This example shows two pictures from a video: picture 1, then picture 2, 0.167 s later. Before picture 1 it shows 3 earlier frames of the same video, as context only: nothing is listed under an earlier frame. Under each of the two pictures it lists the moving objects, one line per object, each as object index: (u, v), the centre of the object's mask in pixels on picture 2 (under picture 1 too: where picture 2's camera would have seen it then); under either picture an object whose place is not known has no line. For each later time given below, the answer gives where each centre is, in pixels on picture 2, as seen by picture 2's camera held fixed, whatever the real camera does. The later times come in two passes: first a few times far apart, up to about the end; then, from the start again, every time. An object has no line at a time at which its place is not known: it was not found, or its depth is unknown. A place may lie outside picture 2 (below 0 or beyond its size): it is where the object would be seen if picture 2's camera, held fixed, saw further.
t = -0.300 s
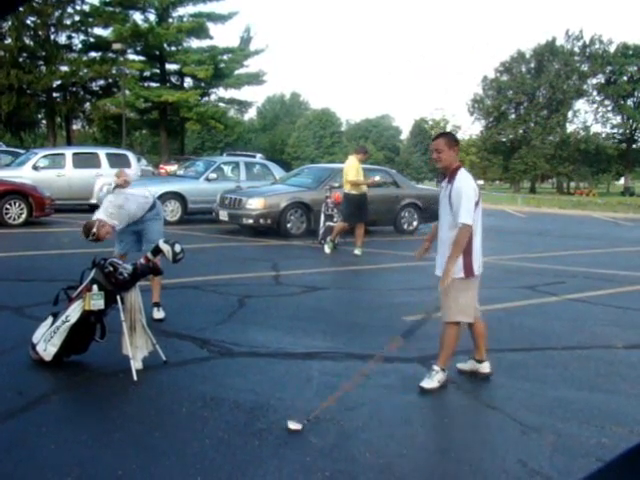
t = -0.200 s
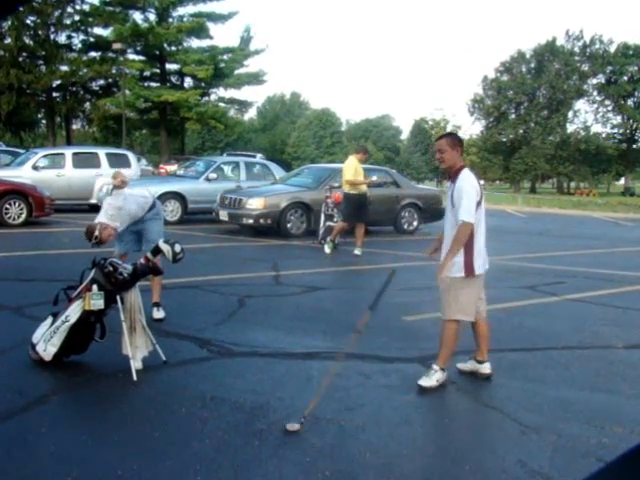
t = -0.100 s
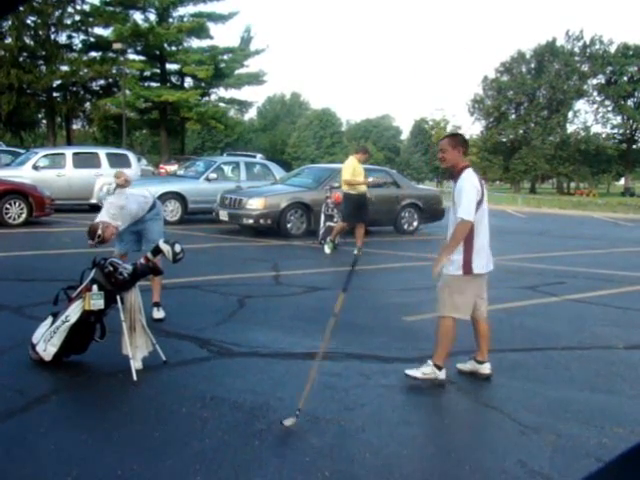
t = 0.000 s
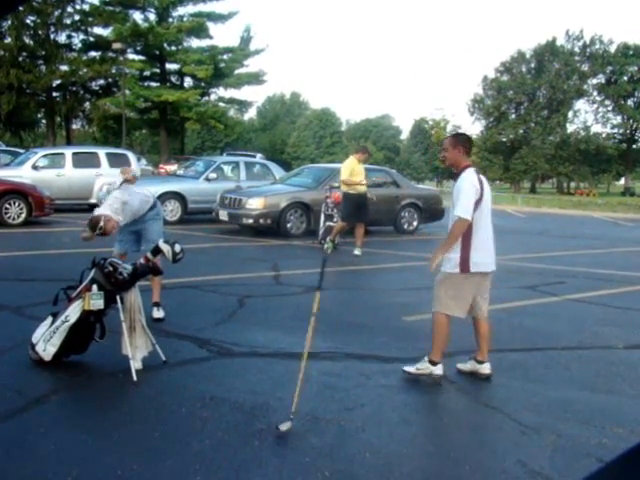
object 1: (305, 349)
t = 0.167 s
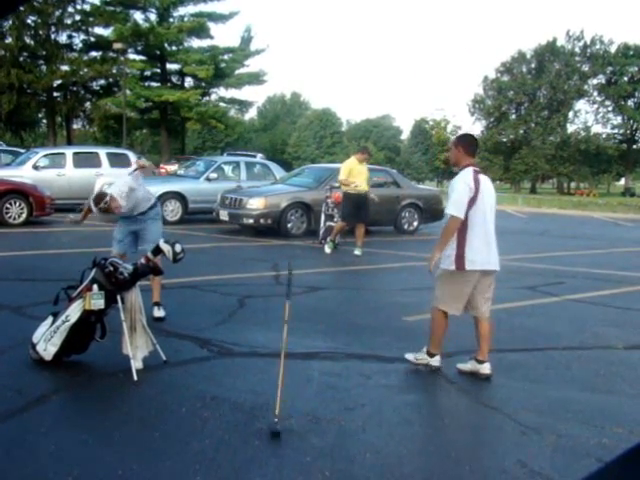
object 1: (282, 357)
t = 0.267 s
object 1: (272, 369)
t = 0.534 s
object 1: (255, 408)
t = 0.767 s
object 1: (252, 407)
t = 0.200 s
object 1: (279, 353)
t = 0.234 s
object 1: (275, 355)
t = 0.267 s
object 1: (272, 369)
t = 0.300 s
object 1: (269, 376)
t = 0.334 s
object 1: (266, 380)
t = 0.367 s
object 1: (263, 388)
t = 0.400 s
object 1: (260, 393)
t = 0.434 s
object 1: (258, 401)
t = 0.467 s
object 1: (253, 406)
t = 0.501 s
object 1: (253, 407)
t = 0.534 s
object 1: (255, 408)
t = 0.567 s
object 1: (255, 407)
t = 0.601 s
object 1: (255, 407)
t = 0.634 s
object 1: (255, 407)
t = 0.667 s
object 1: (255, 407)
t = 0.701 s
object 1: (254, 408)
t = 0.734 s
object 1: (252, 408)
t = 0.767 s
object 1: (252, 407)
